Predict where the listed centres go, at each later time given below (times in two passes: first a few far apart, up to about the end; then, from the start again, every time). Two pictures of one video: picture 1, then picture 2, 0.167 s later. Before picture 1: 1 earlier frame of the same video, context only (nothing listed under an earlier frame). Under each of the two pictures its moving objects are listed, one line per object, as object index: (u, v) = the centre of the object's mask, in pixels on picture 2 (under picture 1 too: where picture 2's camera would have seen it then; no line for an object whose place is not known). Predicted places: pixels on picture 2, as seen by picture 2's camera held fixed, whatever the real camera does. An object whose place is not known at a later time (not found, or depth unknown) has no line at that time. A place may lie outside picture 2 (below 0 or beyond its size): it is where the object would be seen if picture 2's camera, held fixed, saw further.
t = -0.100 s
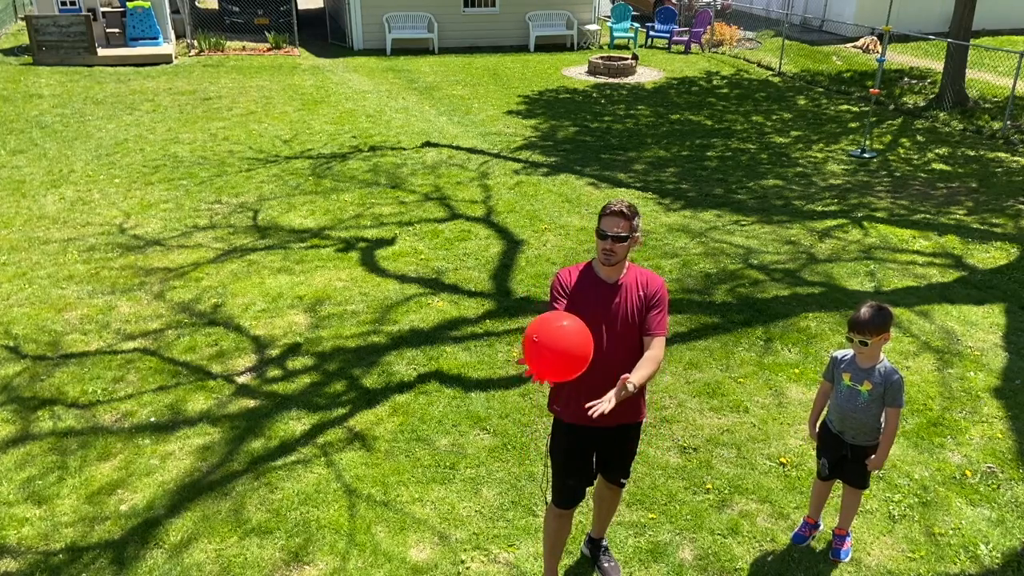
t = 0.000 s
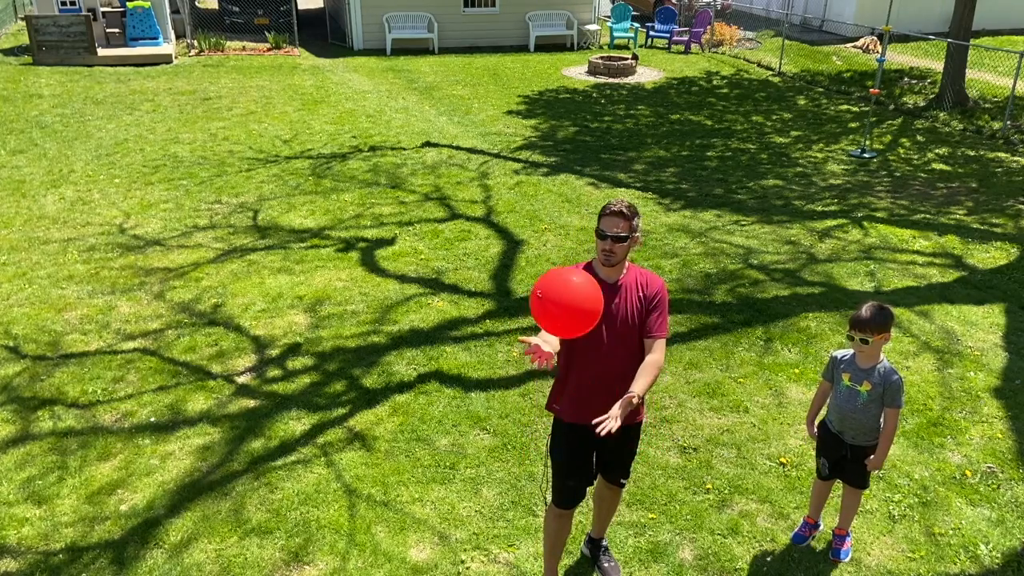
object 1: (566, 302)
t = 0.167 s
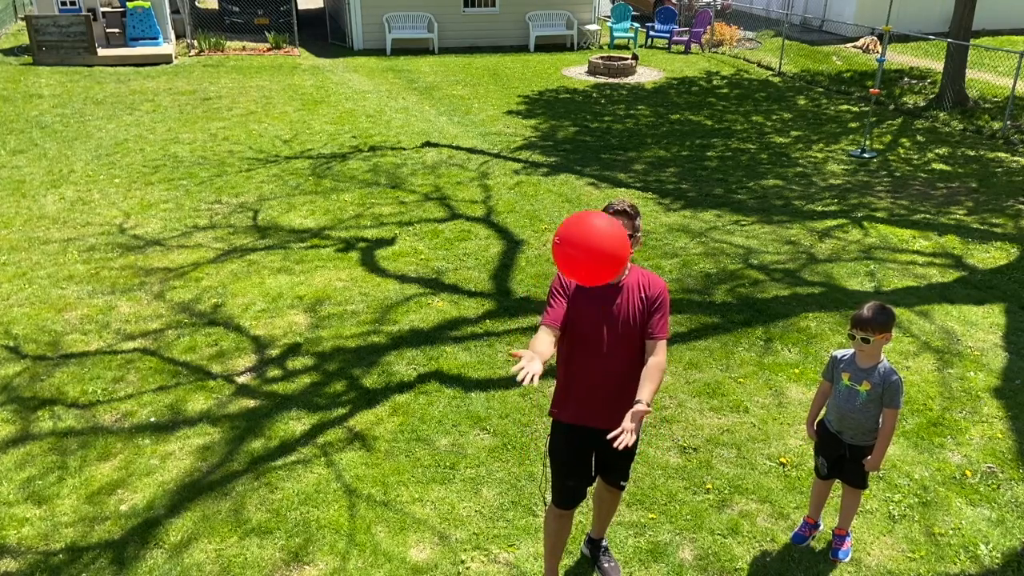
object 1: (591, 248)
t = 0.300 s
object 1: (613, 224)
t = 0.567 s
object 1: (654, 229)
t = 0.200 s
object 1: (596, 240)
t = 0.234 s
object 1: (602, 234)
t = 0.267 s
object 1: (608, 228)
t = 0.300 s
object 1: (613, 224)
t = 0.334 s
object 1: (619, 221)
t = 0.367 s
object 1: (624, 218)
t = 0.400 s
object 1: (629, 218)
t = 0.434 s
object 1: (635, 218)
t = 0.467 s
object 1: (640, 219)
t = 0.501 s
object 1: (644, 221)
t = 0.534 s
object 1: (649, 225)
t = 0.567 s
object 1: (654, 229)
